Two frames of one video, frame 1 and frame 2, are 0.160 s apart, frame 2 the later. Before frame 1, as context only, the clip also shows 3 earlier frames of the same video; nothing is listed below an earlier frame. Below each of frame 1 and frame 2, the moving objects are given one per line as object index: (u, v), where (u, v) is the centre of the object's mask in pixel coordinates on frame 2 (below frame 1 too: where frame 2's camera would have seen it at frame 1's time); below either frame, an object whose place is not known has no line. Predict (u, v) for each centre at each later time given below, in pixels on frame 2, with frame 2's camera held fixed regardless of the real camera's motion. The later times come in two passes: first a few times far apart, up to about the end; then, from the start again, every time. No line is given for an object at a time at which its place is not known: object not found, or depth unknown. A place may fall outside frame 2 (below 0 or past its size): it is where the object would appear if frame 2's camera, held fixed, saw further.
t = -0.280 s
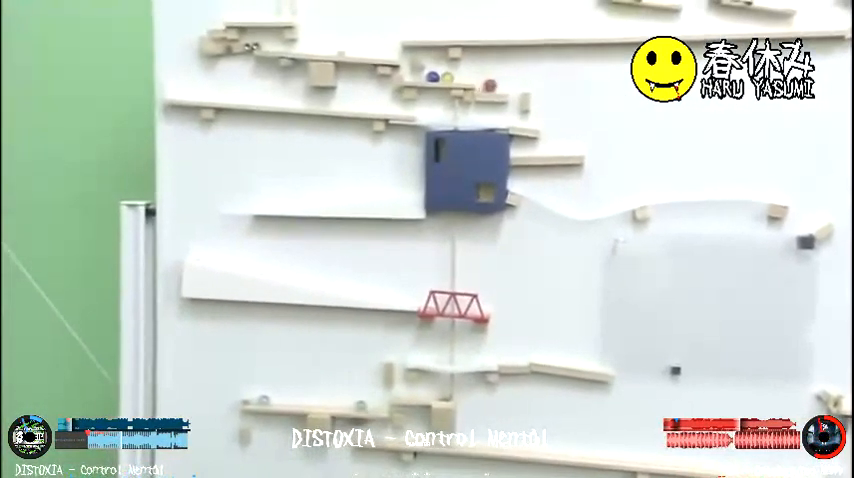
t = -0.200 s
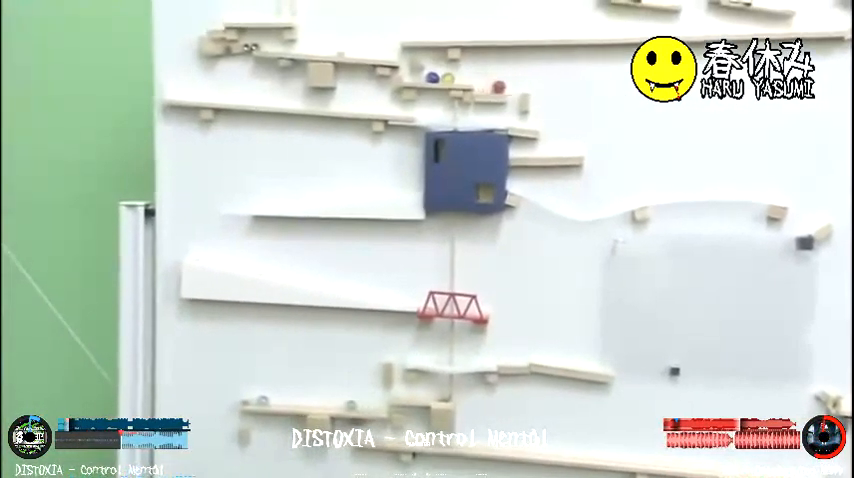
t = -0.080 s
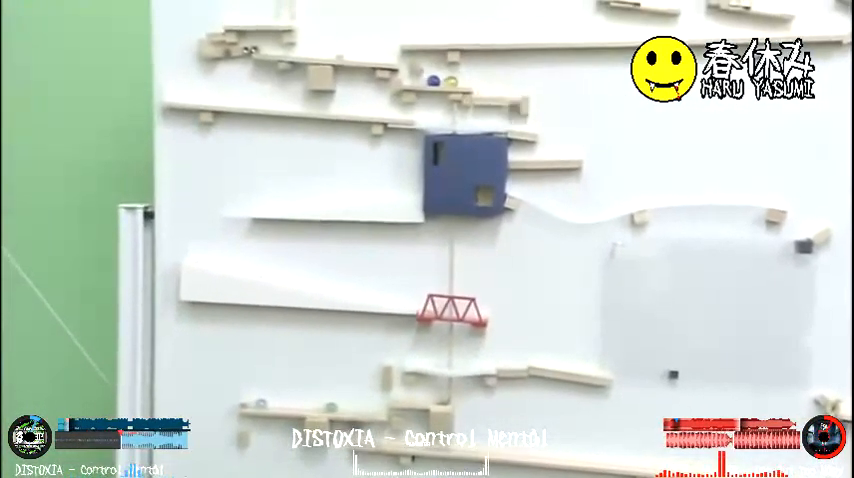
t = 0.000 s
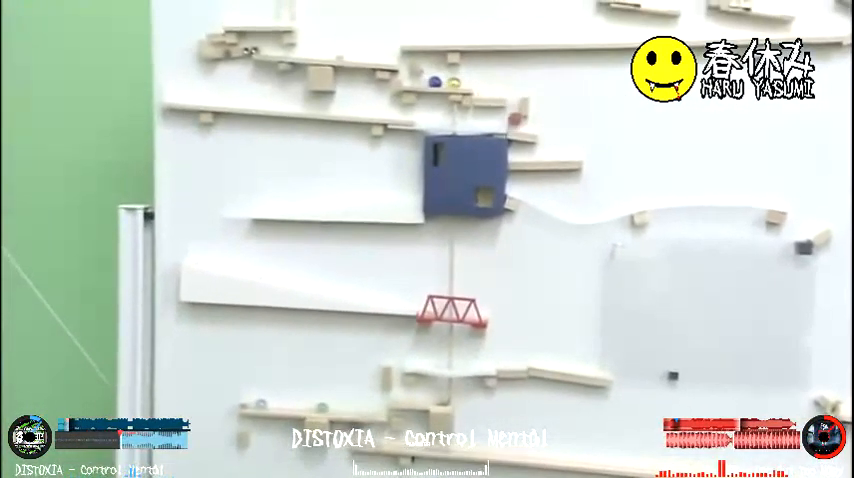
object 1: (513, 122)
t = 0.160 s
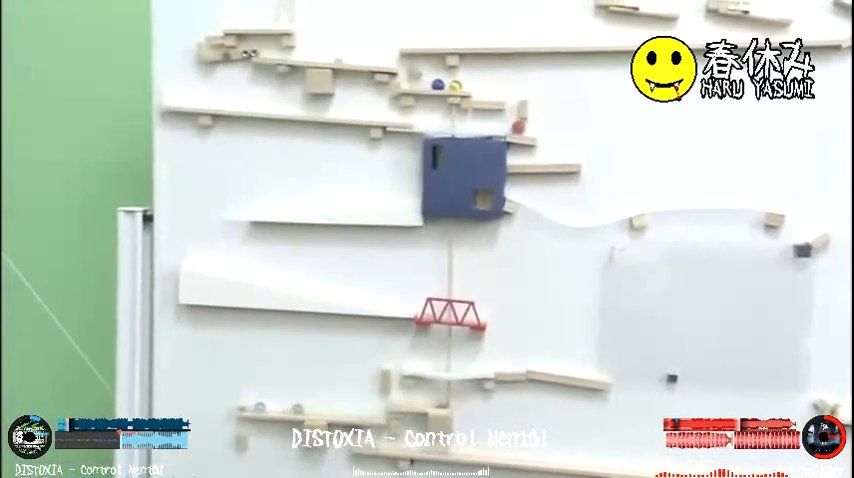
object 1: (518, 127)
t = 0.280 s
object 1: (529, 129)
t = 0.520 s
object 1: (566, 156)
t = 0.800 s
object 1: (564, 156)
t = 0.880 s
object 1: (558, 156)
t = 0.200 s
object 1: (521, 127)
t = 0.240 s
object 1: (524, 128)
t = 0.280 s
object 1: (529, 129)
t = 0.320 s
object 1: (534, 130)
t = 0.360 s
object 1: (540, 132)
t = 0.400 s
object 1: (546, 139)
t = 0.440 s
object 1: (551, 155)
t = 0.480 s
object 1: (561, 156)
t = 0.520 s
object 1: (566, 156)
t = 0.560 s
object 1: (571, 156)
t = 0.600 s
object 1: (573, 156)
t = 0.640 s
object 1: (572, 156)
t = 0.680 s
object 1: (570, 156)
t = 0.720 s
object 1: (568, 156)
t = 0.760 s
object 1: (566, 156)
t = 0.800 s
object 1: (564, 156)
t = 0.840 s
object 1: (561, 157)
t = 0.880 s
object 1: (558, 156)
